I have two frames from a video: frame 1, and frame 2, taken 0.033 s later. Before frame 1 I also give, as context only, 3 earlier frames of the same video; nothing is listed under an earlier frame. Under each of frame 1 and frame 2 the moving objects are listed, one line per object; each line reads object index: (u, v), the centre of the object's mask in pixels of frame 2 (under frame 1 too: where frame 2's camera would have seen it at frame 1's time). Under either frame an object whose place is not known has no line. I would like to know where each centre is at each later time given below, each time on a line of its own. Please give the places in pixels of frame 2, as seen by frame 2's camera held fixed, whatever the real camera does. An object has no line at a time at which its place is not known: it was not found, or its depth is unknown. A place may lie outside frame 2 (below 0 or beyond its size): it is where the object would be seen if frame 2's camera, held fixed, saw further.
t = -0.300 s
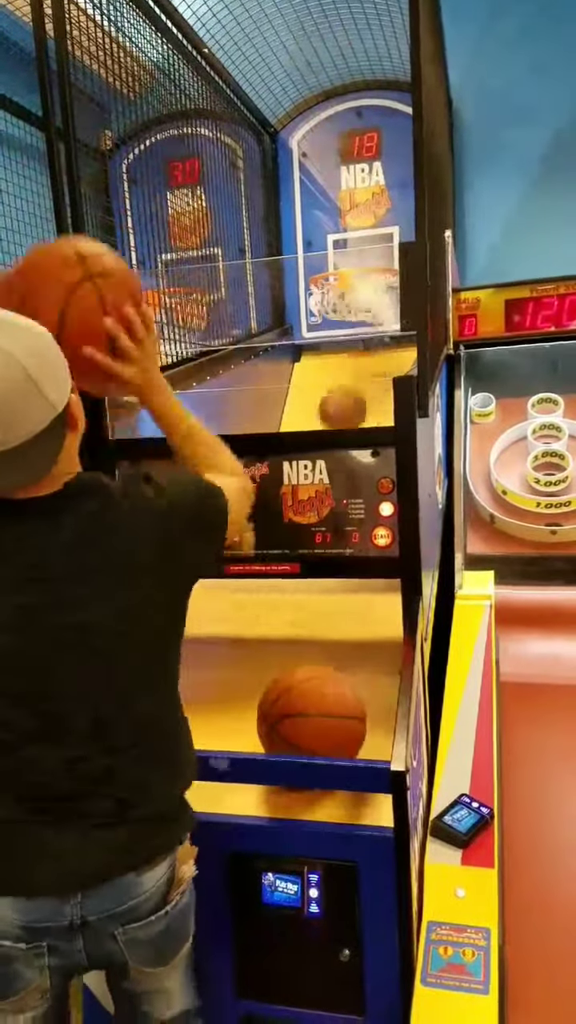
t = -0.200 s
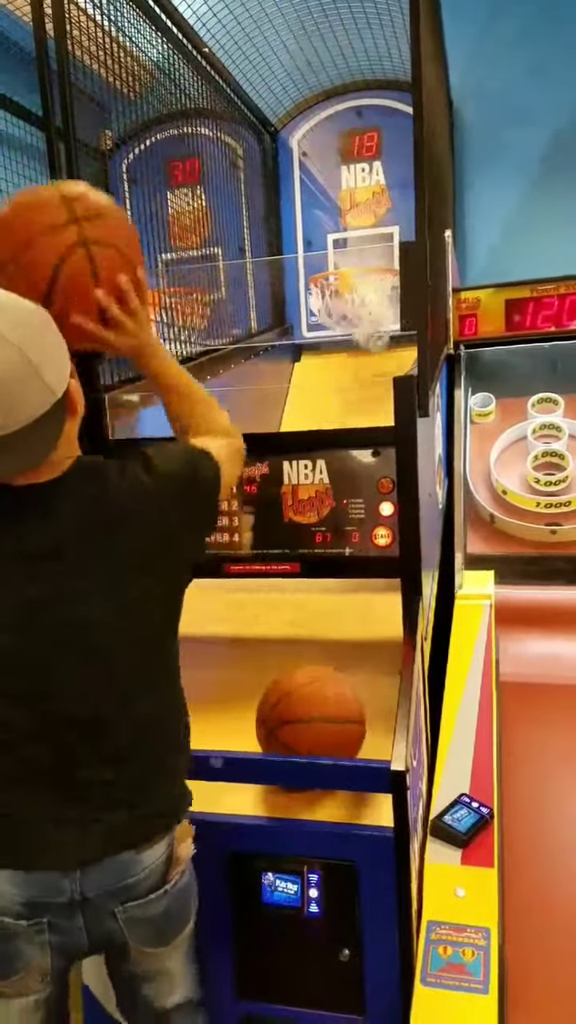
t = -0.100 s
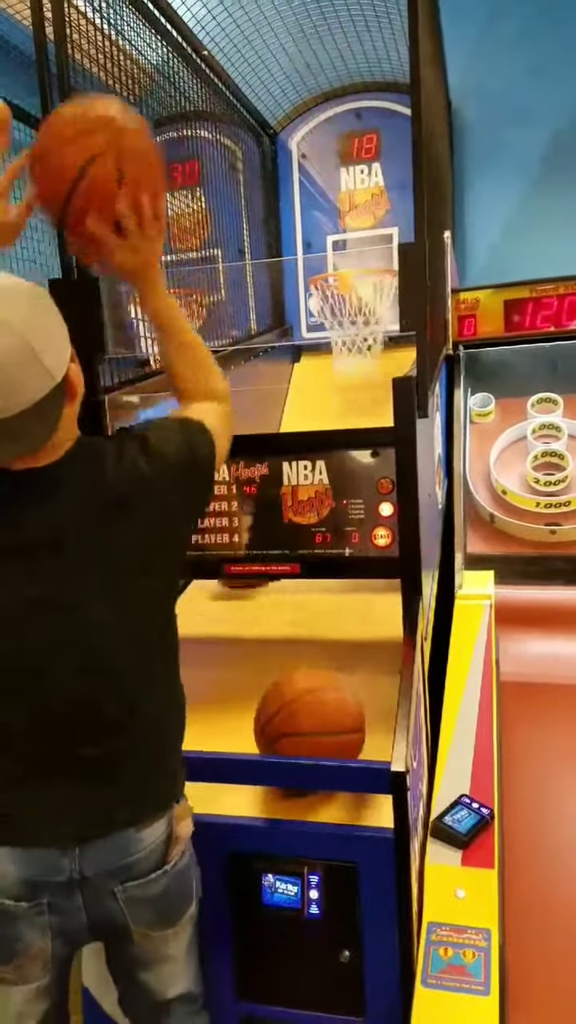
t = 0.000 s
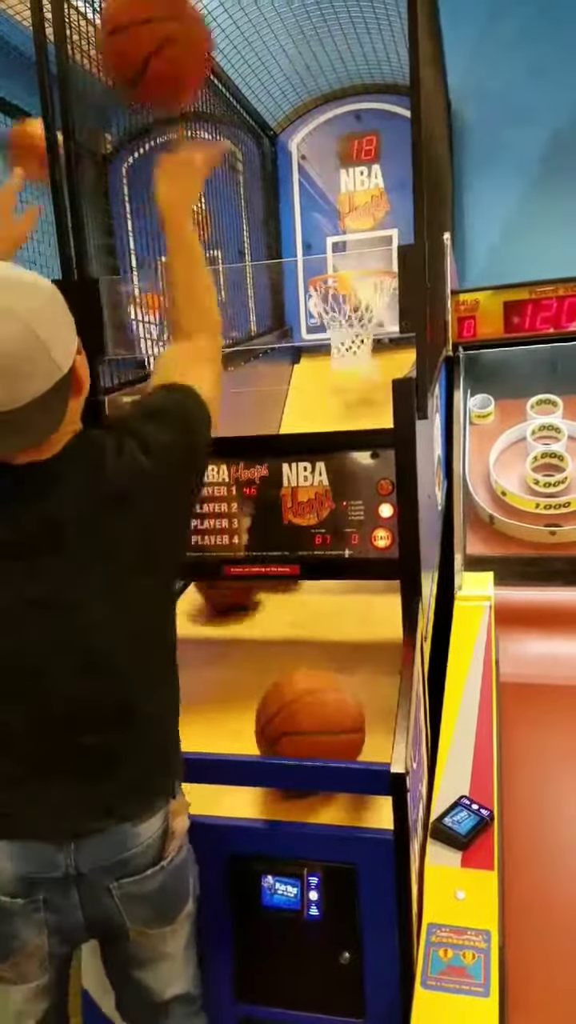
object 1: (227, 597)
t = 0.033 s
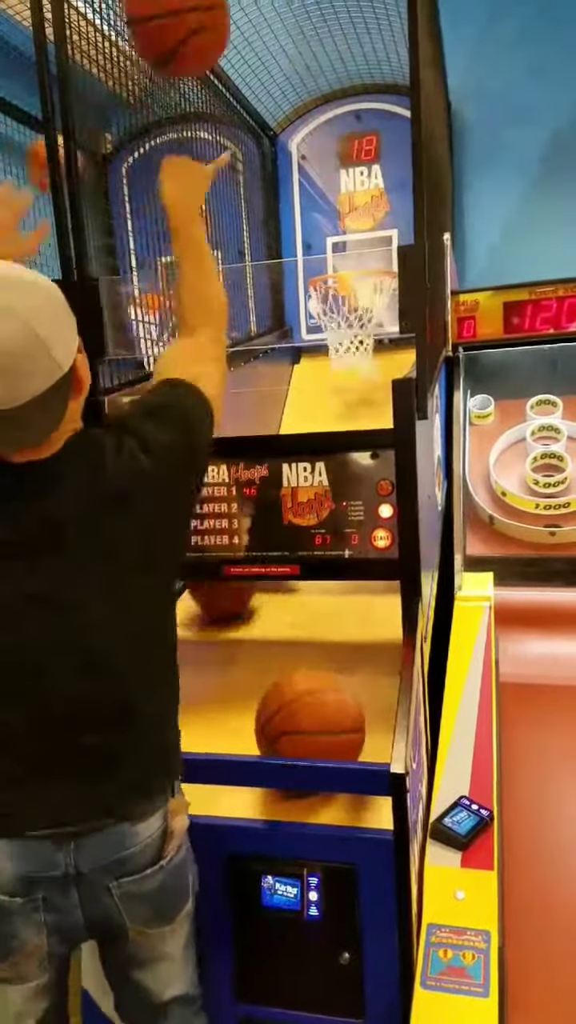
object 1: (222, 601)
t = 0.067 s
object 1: (219, 602)
